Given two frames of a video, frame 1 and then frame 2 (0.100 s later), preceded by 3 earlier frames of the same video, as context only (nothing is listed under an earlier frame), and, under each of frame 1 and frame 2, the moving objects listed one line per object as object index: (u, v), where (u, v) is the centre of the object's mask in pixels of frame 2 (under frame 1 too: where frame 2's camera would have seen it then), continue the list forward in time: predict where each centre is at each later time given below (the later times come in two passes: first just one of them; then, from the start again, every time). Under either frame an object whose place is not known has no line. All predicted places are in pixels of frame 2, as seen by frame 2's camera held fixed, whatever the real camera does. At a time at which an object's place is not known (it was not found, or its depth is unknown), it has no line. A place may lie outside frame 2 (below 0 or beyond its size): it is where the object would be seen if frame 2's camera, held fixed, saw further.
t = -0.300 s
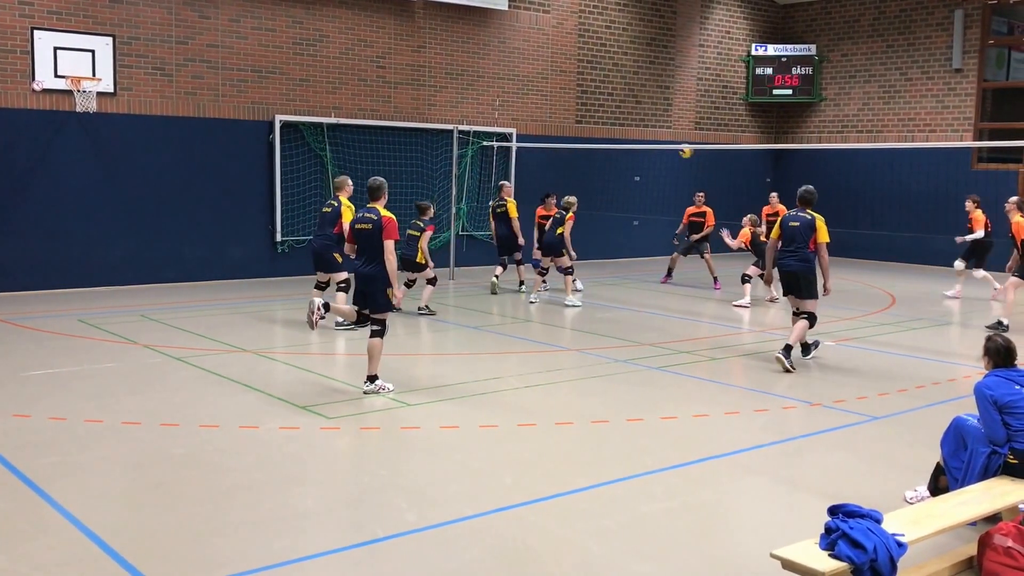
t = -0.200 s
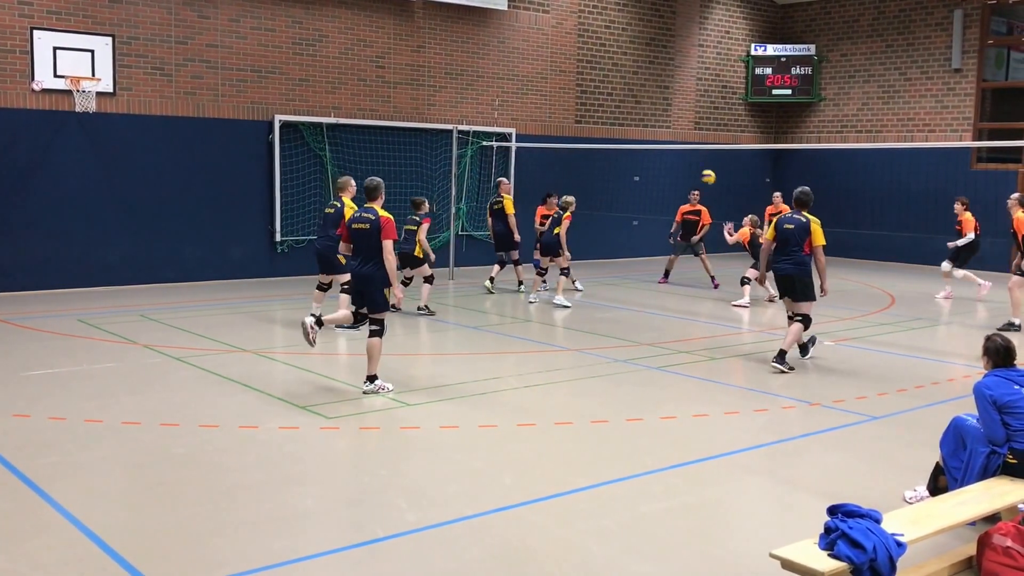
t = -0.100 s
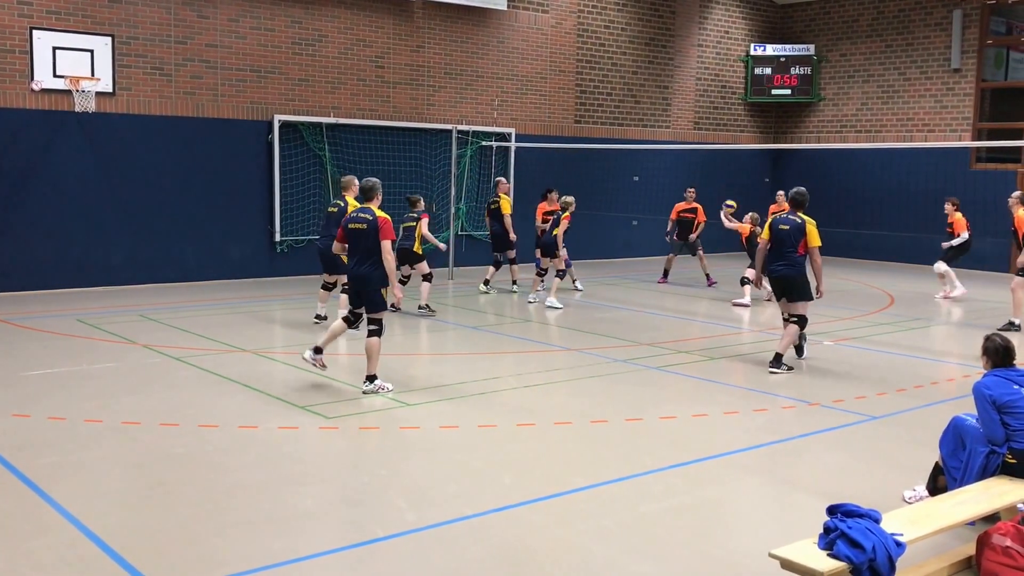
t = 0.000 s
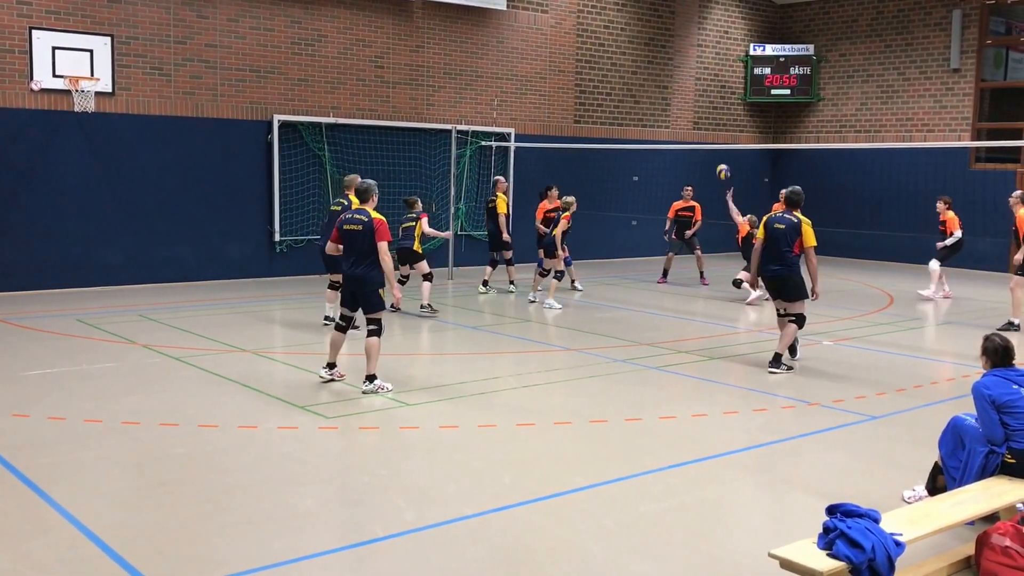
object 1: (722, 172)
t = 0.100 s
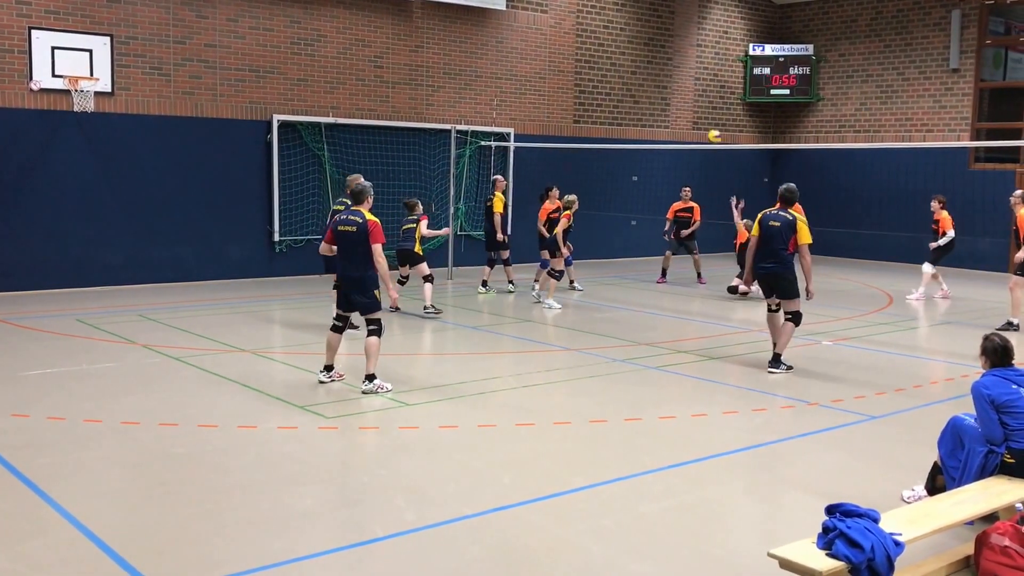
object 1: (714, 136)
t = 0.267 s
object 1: (700, 95)
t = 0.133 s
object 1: (711, 127)
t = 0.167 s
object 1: (709, 118)
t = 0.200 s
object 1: (706, 109)
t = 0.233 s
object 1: (703, 102)
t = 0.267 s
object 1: (700, 95)
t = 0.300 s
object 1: (697, 88)
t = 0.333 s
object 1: (694, 83)
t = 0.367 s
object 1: (691, 77)
